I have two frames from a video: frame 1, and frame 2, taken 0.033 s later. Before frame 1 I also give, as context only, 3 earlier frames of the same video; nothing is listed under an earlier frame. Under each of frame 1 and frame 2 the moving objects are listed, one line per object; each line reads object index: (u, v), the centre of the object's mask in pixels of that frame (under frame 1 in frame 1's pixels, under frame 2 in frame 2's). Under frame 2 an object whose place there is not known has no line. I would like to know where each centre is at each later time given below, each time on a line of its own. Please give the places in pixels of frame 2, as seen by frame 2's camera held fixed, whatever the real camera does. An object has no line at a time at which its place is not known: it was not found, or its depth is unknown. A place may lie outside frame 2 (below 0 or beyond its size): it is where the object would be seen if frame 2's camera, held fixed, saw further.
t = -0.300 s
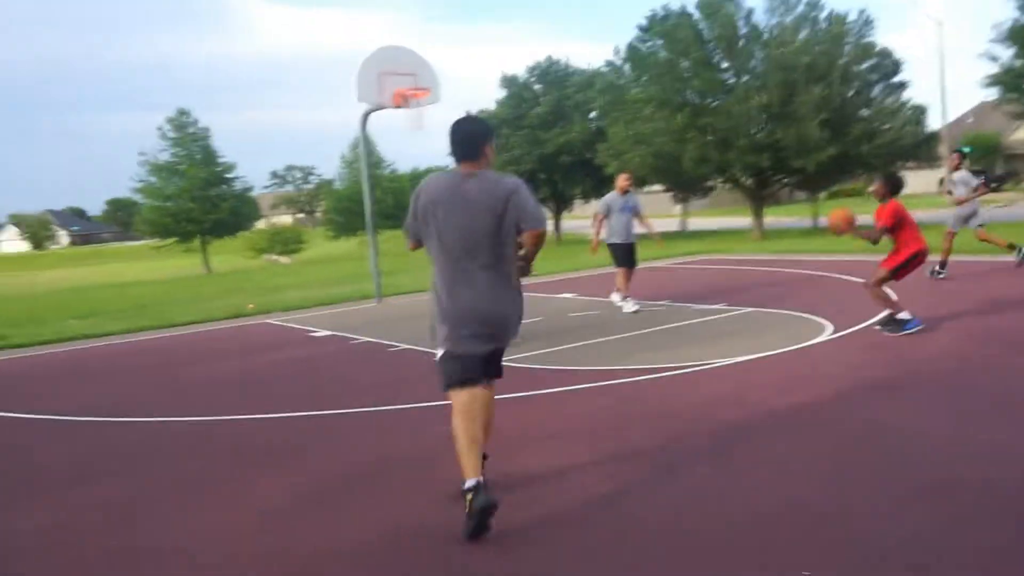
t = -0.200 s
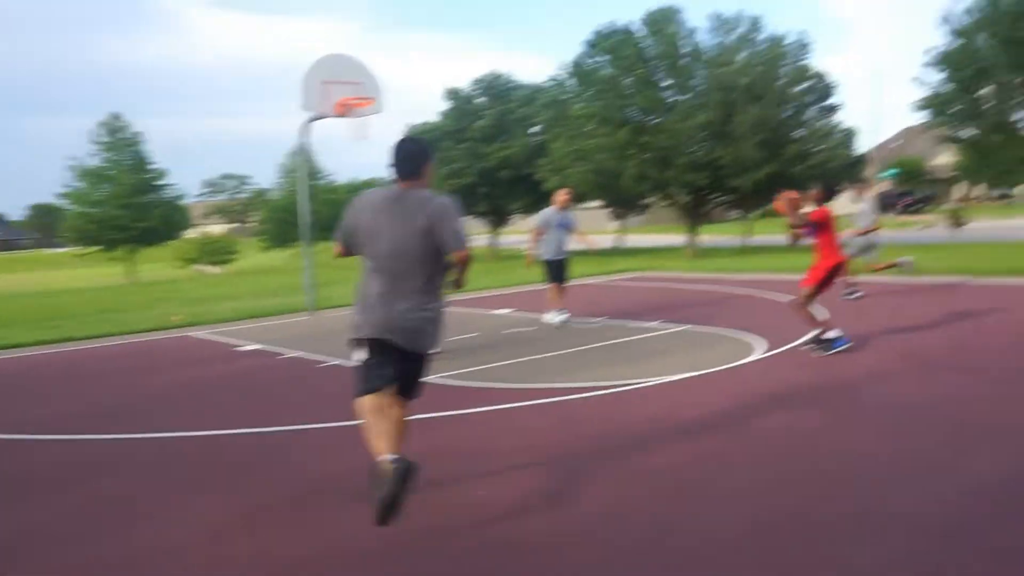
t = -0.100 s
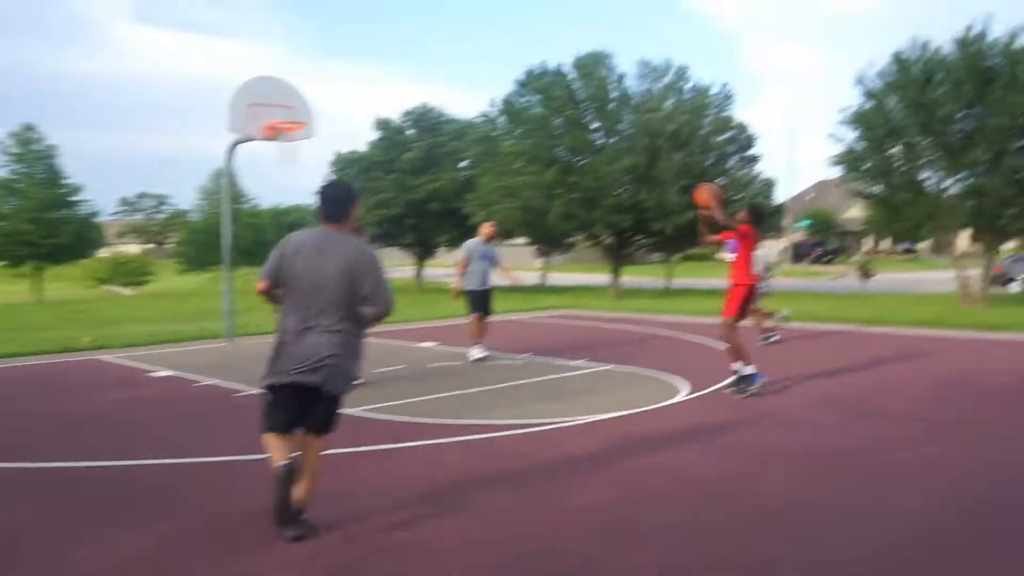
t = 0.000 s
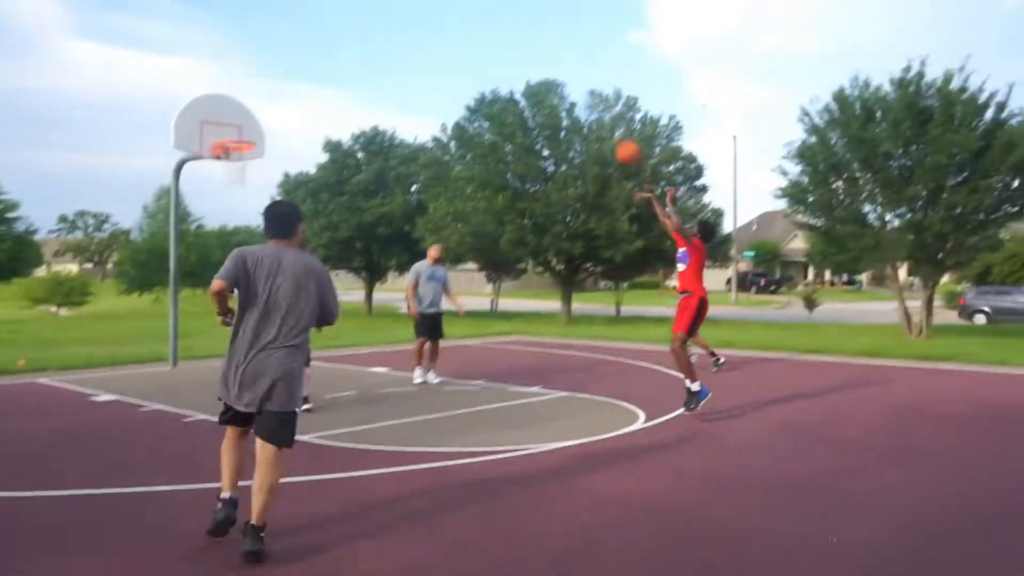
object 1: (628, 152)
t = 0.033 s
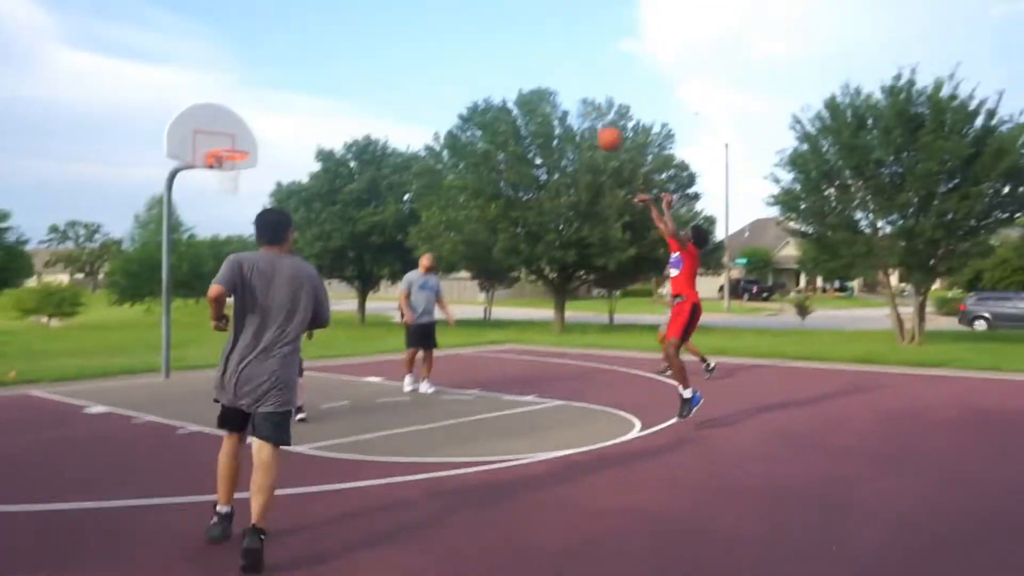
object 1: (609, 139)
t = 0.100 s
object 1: (584, 100)
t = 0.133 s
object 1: (572, 83)
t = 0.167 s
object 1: (560, 68)
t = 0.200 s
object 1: (548, 57)
